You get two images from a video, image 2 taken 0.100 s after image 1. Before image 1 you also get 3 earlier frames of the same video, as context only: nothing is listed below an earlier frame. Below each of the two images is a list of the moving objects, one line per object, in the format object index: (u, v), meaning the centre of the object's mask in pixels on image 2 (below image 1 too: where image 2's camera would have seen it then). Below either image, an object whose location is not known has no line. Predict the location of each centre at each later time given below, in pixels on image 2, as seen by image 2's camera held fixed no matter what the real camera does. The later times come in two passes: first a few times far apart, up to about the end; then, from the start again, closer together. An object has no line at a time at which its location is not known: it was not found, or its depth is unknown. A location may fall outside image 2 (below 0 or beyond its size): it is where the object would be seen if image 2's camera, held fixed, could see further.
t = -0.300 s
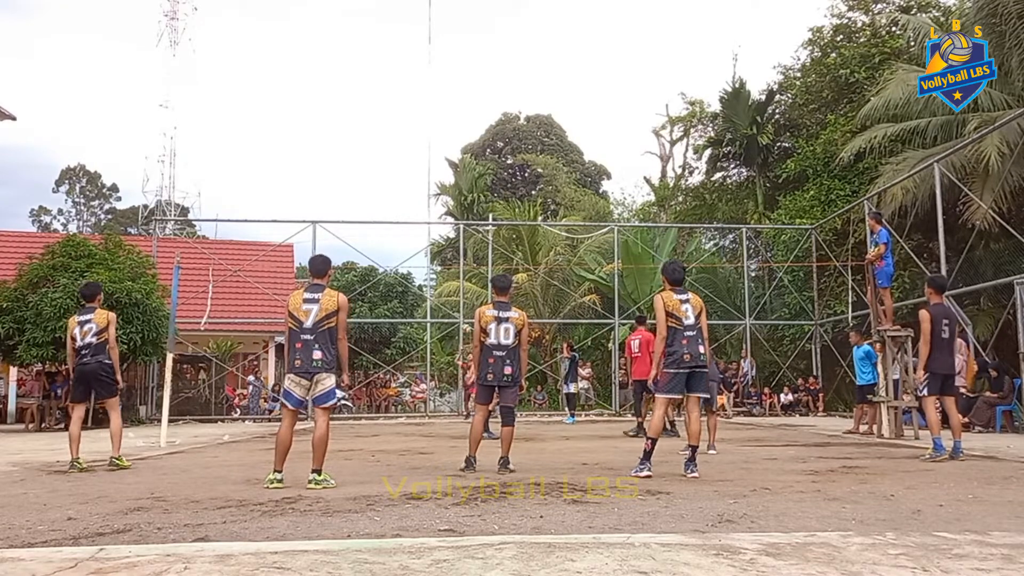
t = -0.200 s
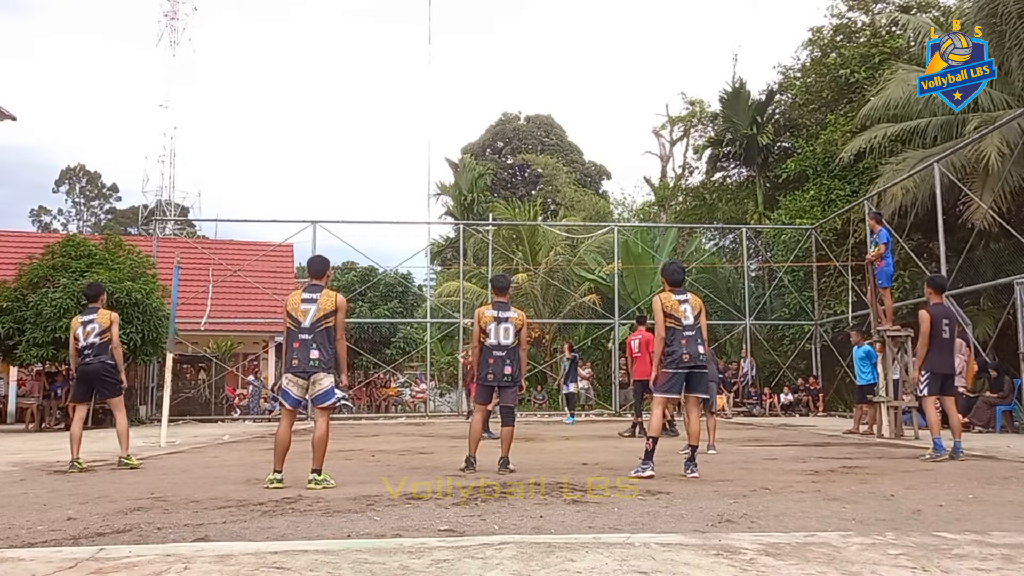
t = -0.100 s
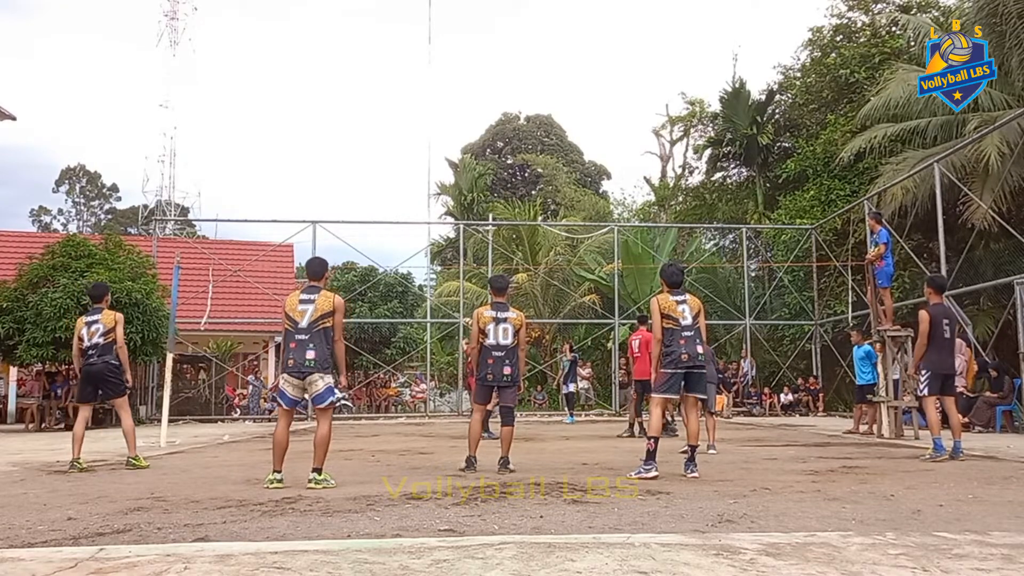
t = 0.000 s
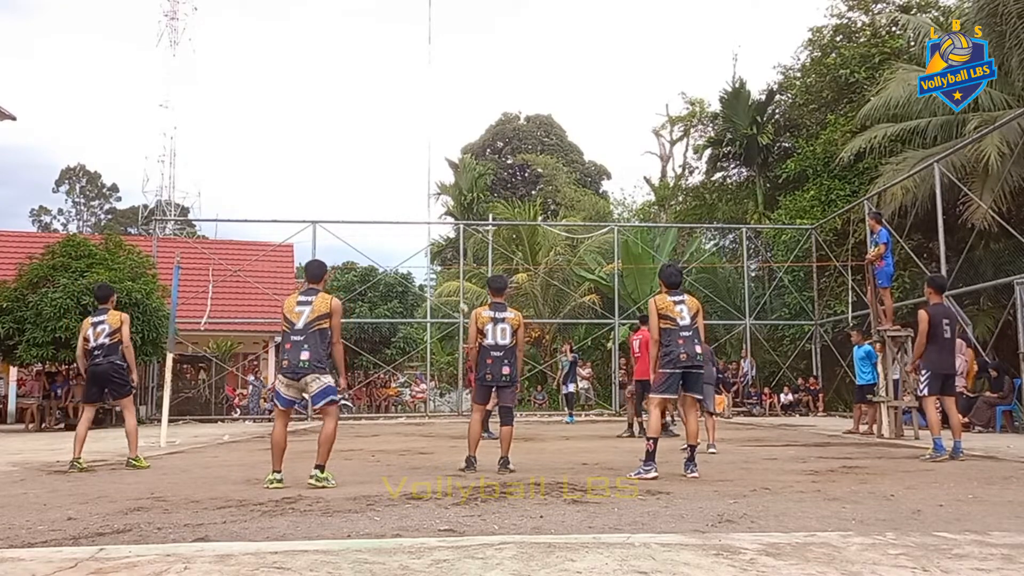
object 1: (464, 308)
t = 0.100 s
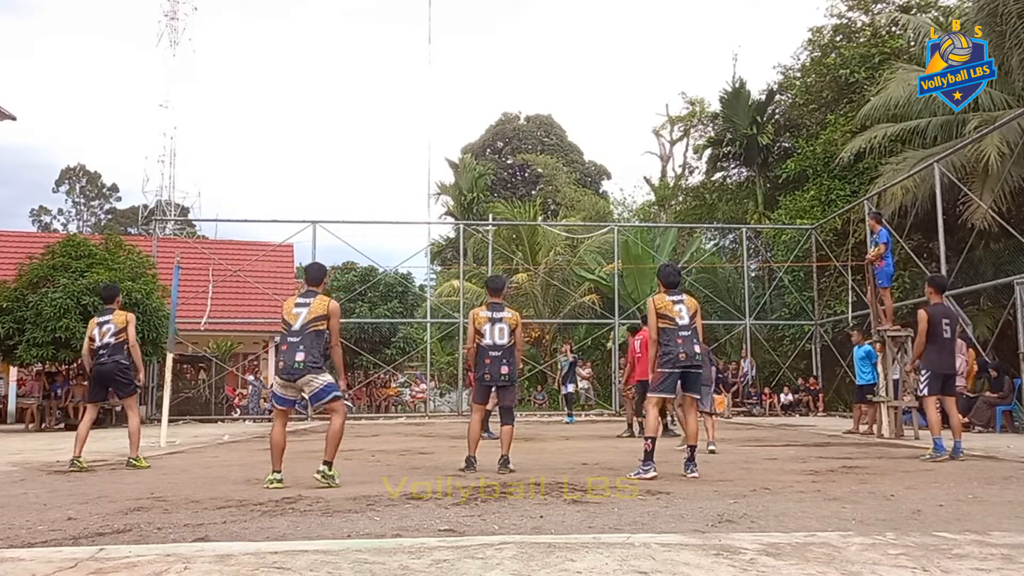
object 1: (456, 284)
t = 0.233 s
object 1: (441, 255)
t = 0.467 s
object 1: (414, 217)
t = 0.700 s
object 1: (386, 197)
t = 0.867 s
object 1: (359, 201)
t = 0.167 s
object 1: (448, 269)
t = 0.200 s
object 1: (444, 262)
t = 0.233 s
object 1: (441, 255)
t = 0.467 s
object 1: (414, 217)
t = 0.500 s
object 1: (411, 212)
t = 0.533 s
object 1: (407, 208)
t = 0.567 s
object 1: (403, 205)
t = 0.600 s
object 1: (399, 202)
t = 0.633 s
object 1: (395, 200)
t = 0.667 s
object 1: (390, 198)
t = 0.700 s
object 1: (386, 197)
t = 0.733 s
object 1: (381, 196)
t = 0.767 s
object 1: (376, 196)
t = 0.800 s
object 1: (371, 197)
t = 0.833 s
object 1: (365, 198)
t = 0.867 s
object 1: (359, 201)
